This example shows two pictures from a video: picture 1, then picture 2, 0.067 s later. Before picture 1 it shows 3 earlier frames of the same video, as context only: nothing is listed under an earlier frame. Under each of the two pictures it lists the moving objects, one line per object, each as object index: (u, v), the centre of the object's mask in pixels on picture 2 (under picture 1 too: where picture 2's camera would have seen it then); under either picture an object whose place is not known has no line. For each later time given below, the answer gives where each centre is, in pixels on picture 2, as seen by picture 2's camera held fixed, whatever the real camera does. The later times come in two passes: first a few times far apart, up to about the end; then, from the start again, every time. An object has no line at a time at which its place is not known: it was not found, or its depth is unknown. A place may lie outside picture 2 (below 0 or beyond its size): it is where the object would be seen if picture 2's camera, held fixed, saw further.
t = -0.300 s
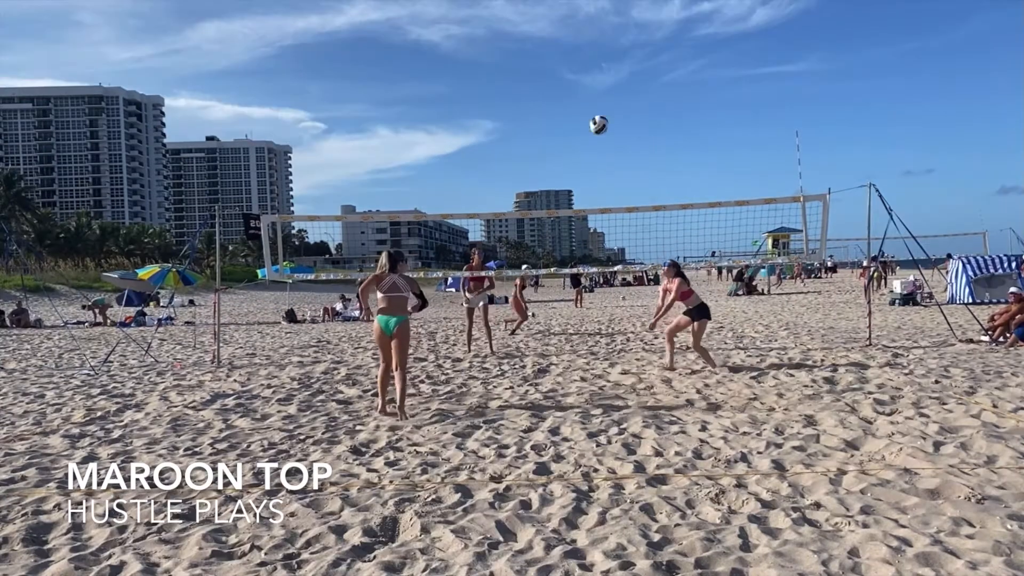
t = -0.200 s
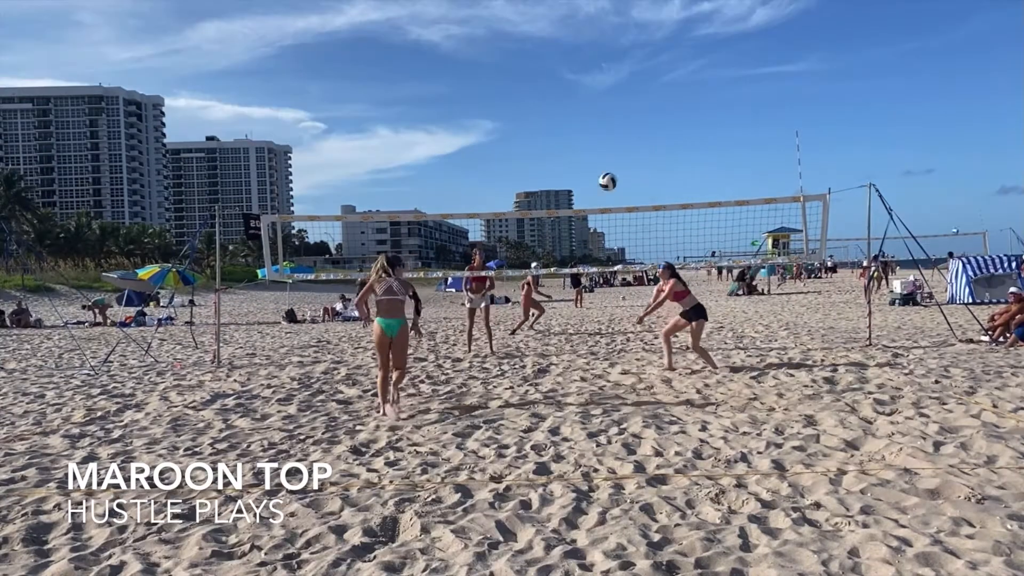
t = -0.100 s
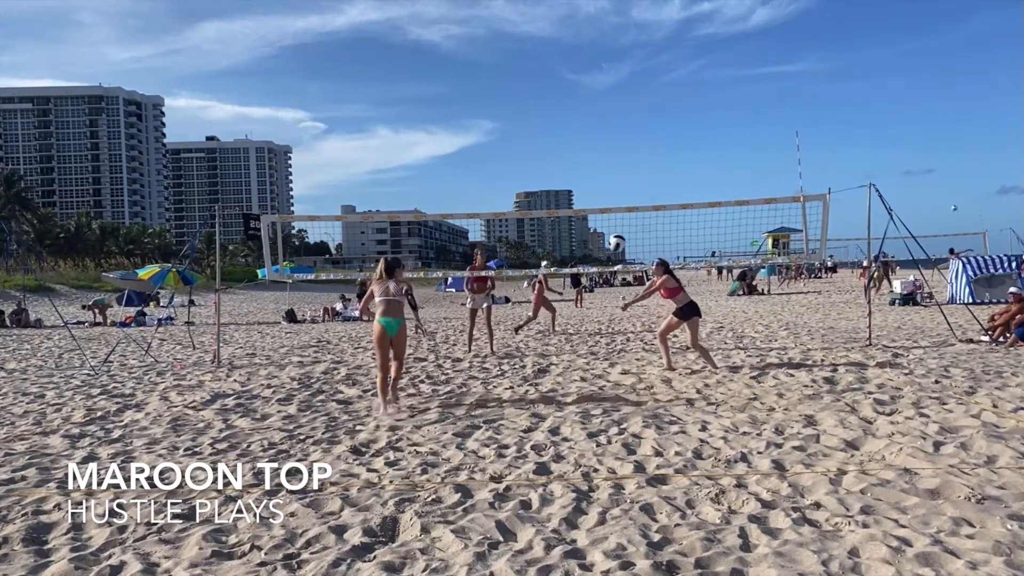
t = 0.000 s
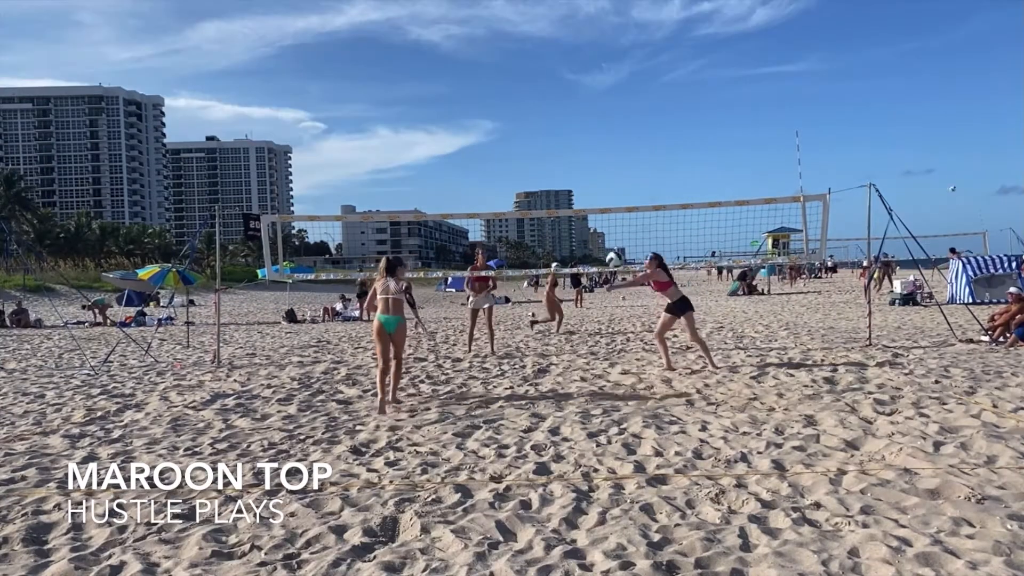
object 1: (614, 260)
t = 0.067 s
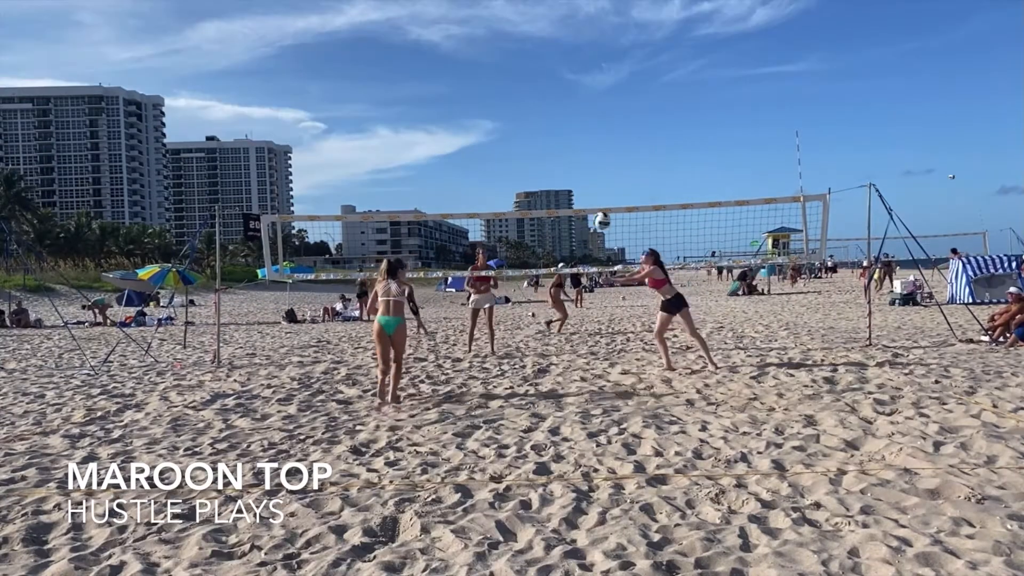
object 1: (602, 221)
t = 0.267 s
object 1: (564, 129)
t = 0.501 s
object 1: (523, 66)
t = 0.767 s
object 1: (481, 47)
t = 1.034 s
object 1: (444, 81)
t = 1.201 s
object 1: (424, 127)
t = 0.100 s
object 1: (595, 202)
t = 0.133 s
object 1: (589, 186)
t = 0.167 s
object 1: (583, 170)
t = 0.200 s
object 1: (576, 155)
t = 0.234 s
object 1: (570, 141)
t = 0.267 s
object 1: (564, 129)
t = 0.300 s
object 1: (558, 117)
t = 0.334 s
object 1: (553, 106)
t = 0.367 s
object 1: (547, 96)
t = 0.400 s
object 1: (540, 87)
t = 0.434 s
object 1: (535, 79)
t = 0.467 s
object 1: (529, 72)
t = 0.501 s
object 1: (523, 66)
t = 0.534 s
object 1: (518, 60)
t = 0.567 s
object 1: (512, 56)
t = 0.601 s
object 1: (506, 52)
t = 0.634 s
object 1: (501, 49)
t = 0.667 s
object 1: (496, 47)
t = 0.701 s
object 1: (491, 46)
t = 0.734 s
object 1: (486, 46)
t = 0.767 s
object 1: (481, 47)
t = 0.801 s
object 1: (476, 49)
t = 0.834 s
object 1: (472, 51)
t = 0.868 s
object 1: (467, 54)
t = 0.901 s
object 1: (462, 58)
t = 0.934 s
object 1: (458, 63)
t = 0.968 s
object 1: (453, 68)
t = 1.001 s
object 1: (448, 74)
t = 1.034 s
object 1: (444, 81)
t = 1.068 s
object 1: (440, 89)
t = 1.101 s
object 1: (436, 98)
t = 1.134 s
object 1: (431, 106)
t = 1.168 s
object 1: (427, 117)
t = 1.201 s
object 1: (424, 127)
